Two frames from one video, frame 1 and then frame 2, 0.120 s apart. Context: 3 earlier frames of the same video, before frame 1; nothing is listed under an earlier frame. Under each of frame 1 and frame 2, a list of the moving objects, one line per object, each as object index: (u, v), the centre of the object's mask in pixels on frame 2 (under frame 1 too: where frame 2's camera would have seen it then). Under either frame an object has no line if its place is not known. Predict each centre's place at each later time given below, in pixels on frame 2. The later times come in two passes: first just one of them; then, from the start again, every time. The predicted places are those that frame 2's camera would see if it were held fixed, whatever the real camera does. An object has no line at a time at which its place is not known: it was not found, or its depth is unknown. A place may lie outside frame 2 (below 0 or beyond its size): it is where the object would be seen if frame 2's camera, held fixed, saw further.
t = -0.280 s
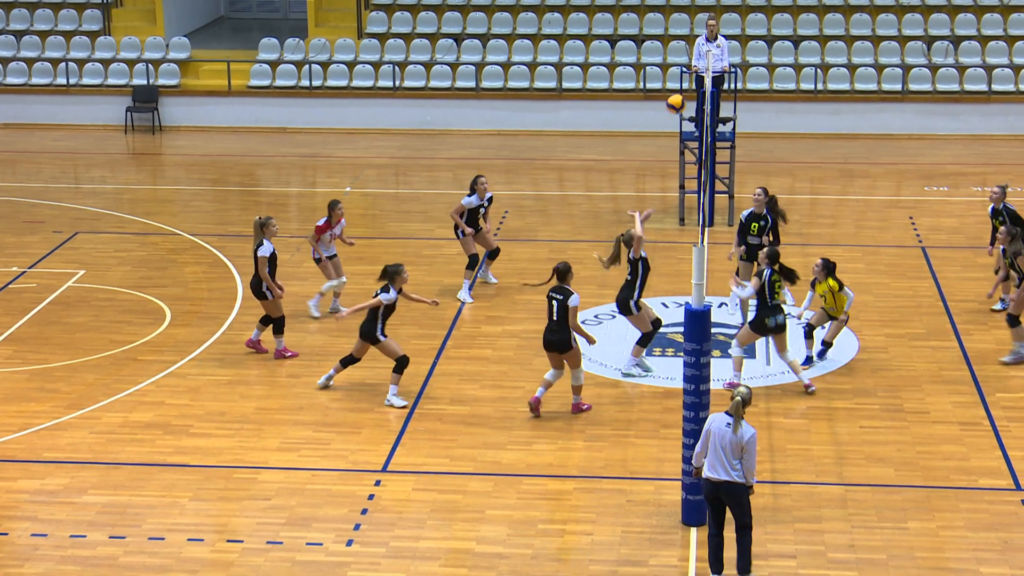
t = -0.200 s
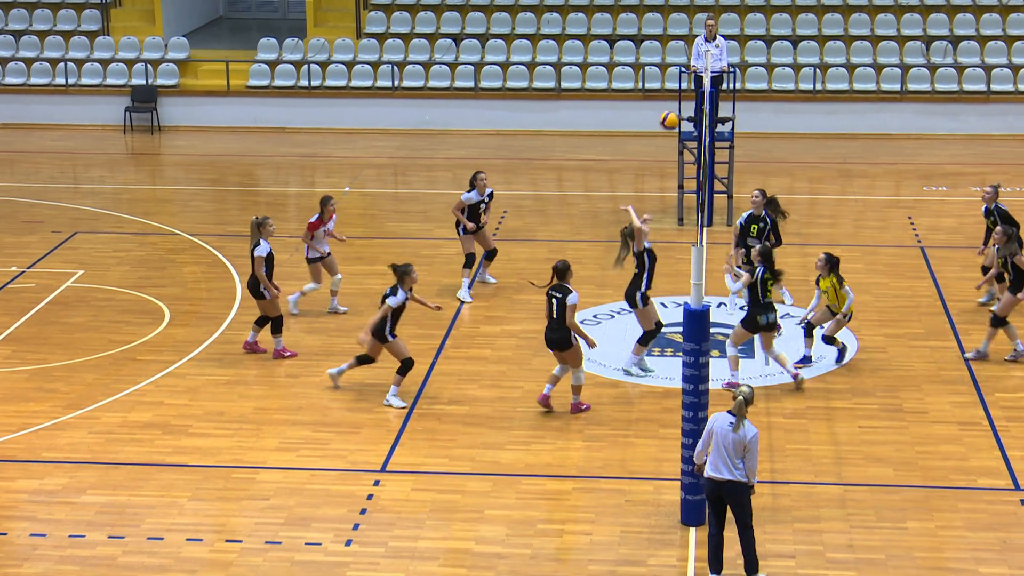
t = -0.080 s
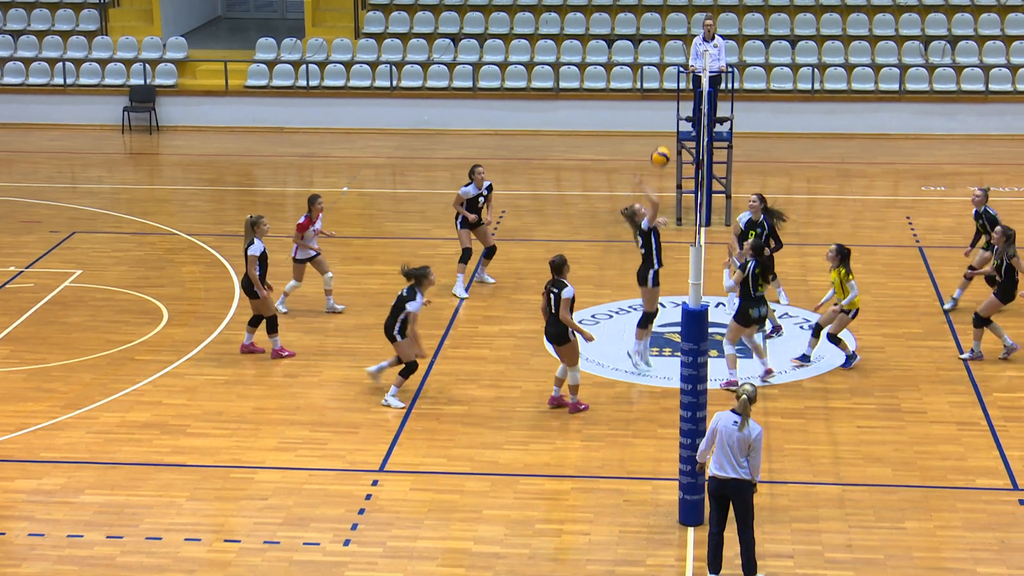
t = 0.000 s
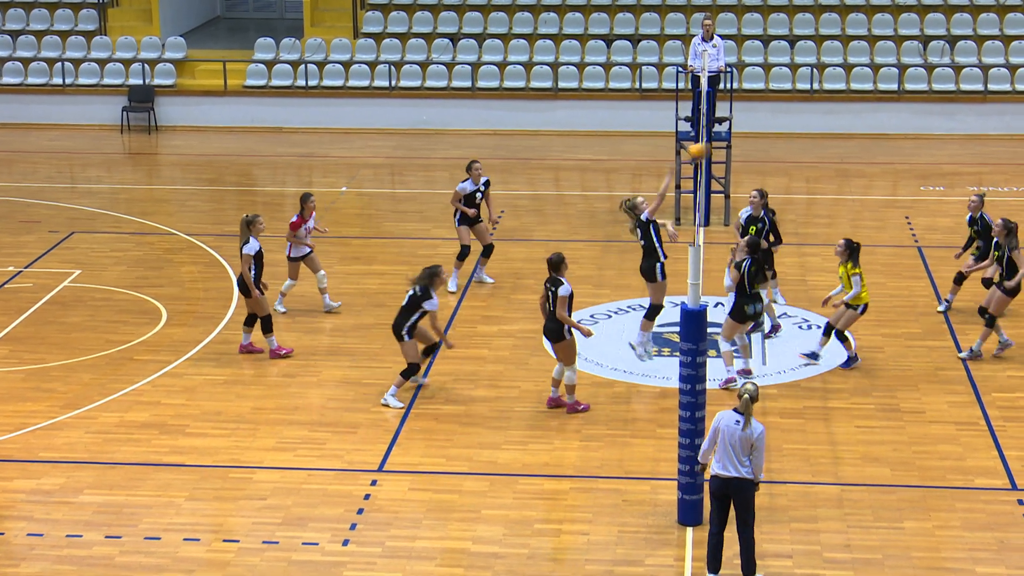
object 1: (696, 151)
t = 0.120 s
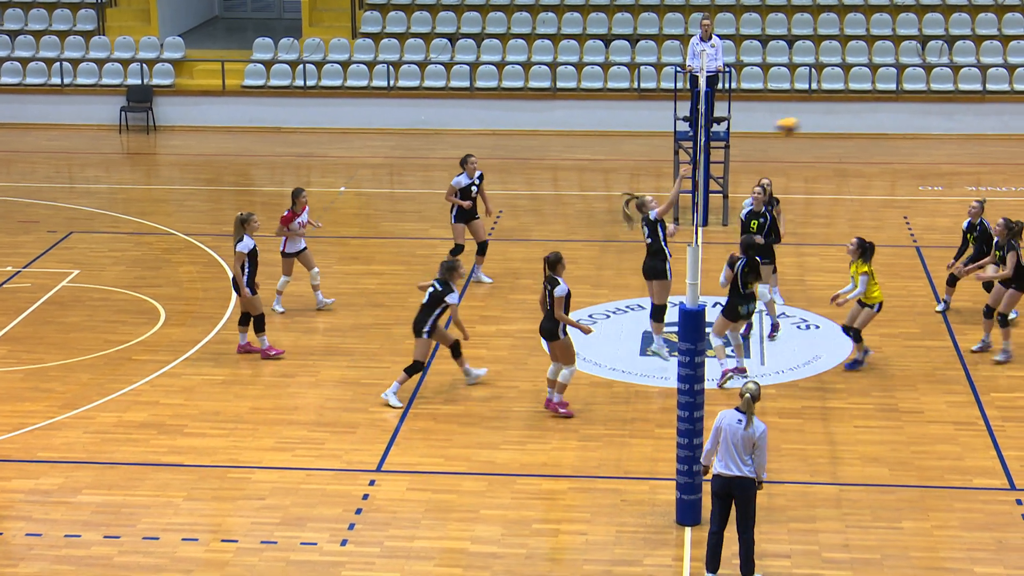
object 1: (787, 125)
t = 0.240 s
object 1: (875, 116)
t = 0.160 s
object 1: (817, 121)
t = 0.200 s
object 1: (846, 118)
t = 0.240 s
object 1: (875, 116)
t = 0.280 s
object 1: (903, 114)
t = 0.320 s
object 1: (931, 115)
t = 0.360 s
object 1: (961, 118)
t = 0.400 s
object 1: (988, 121)
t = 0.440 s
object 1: (1015, 126)
